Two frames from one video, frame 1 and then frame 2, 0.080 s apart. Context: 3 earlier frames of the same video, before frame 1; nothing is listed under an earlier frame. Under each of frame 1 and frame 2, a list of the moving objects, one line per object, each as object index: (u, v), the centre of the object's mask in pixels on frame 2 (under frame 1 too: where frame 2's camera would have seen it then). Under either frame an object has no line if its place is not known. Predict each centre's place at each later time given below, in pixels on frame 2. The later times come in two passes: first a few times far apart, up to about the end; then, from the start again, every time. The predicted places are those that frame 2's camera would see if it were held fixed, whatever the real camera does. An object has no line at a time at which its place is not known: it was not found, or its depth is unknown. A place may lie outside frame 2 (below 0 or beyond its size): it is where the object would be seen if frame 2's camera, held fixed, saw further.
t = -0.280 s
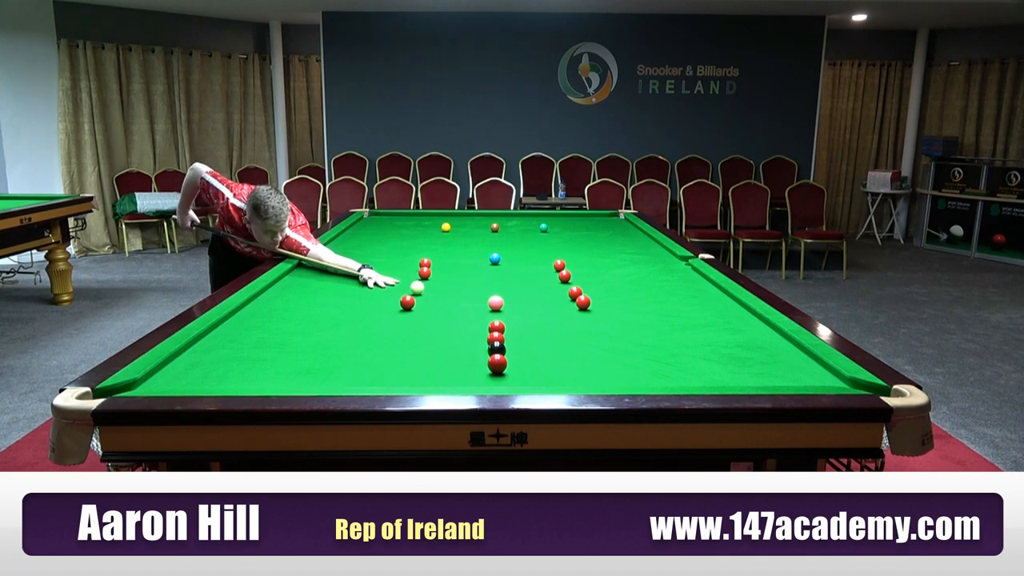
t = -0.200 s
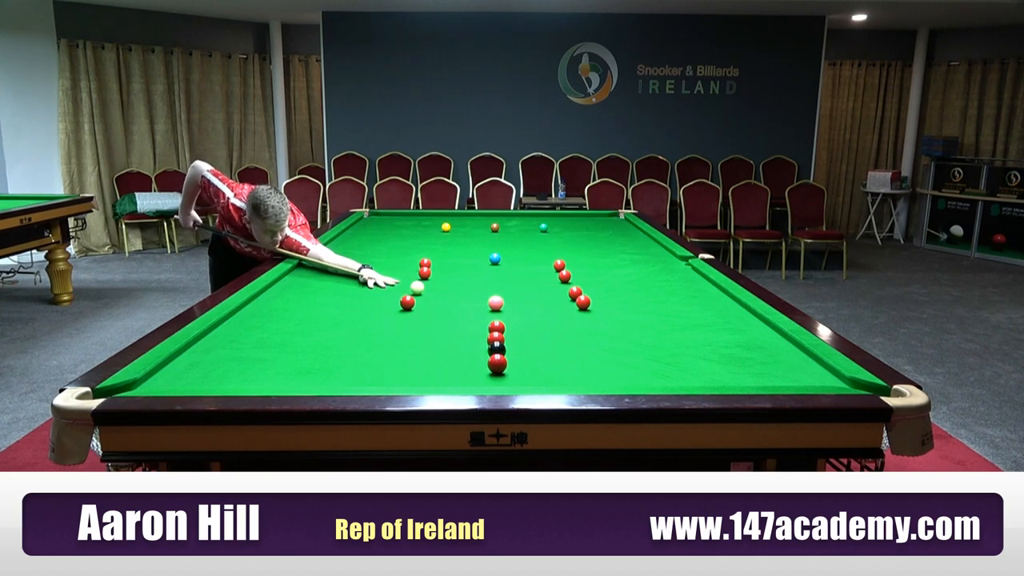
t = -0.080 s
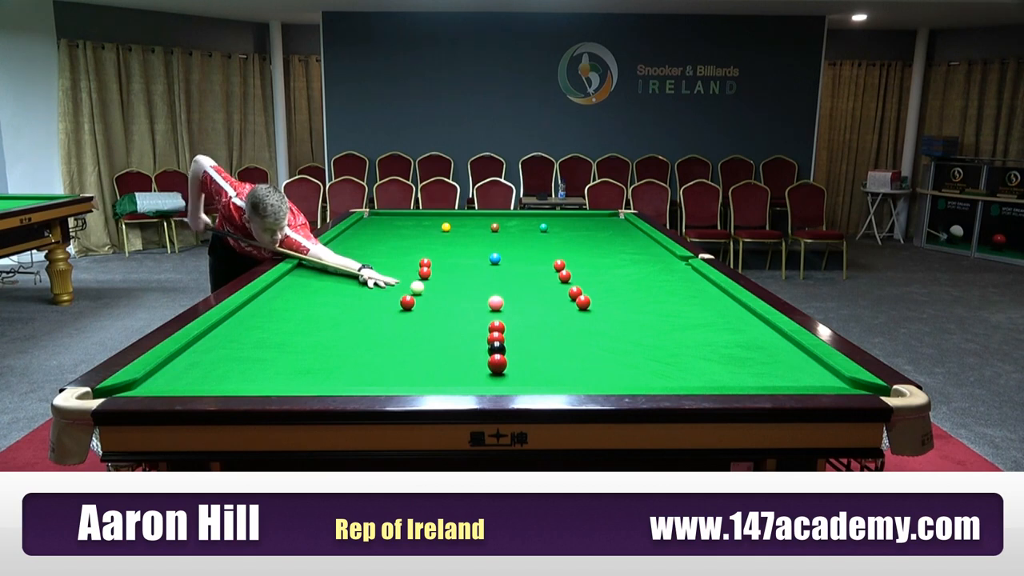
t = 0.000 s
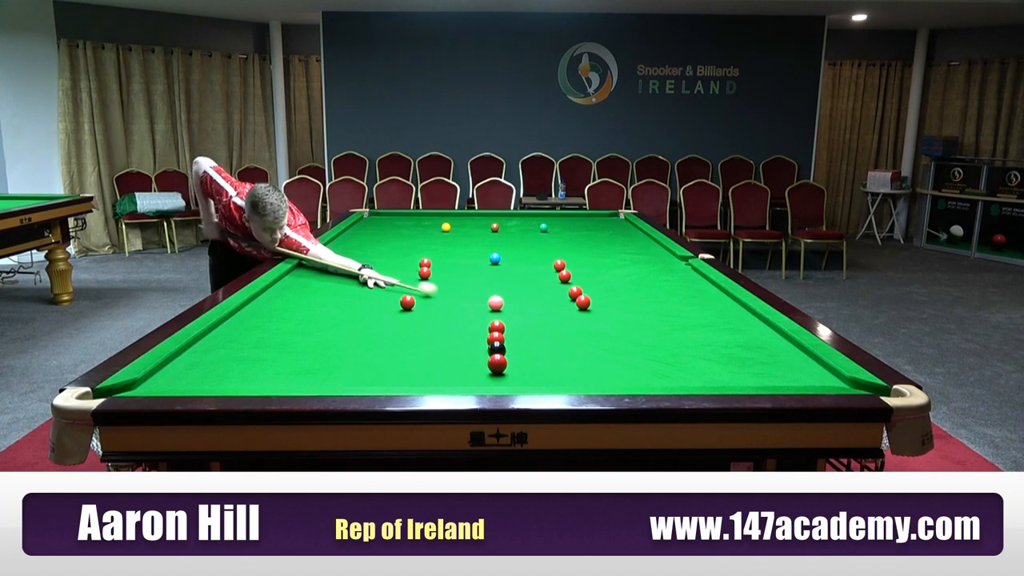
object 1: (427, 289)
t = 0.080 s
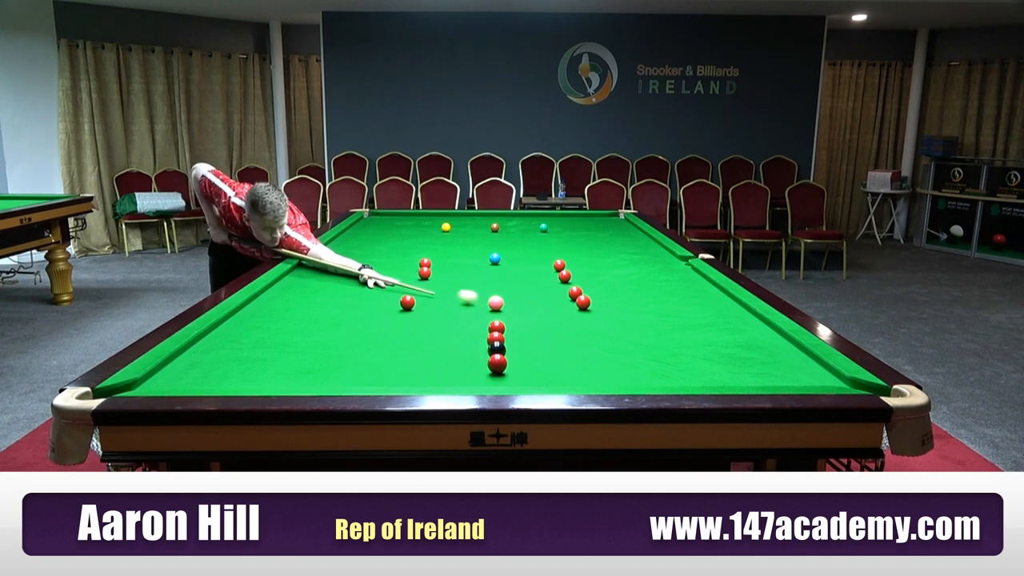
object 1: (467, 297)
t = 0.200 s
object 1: (489, 300)
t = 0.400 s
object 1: (490, 297)
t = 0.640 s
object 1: (492, 295)
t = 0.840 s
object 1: (494, 293)
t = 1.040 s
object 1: (495, 291)
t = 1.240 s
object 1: (497, 290)
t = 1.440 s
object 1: (498, 289)
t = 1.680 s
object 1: (499, 288)
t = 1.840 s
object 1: (499, 287)
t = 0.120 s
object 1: (485, 301)
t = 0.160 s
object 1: (487, 301)
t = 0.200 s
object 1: (489, 300)
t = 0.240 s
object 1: (489, 299)
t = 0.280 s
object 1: (490, 299)
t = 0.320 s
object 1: (490, 298)
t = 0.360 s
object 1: (490, 298)
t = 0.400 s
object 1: (490, 297)
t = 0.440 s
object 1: (491, 297)
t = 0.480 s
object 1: (491, 296)
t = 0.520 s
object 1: (492, 296)
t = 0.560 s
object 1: (492, 296)
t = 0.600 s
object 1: (492, 295)
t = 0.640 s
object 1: (492, 295)
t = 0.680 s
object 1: (493, 294)
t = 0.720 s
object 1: (493, 294)
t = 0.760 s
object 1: (493, 294)
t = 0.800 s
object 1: (494, 293)
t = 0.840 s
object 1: (494, 293)
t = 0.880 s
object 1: (494, 293)
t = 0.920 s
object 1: (494, 292)
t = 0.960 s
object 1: (495, 292)
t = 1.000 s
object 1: (495, 292)
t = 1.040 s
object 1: (495, 291)
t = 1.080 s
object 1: (495, 291)
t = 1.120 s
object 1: (496, 291)
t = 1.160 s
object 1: (496, 291)
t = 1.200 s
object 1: (496, 290)
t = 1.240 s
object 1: (497, 290)
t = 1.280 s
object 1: (497, 290)
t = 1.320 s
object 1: (497, 290)
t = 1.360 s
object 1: (497, 289)
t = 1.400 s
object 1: (498, 289)
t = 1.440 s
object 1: (498, 289)
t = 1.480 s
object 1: (498, 289)
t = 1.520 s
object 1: (498, 288)
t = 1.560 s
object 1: (498, 288)
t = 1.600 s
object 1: (499, 288)
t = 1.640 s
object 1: (499, 288)
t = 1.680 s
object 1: (499, 288)
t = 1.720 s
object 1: (499, 287)
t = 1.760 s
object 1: (499, 287)
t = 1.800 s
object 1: (499, 287)
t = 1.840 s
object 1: (499, 287)
